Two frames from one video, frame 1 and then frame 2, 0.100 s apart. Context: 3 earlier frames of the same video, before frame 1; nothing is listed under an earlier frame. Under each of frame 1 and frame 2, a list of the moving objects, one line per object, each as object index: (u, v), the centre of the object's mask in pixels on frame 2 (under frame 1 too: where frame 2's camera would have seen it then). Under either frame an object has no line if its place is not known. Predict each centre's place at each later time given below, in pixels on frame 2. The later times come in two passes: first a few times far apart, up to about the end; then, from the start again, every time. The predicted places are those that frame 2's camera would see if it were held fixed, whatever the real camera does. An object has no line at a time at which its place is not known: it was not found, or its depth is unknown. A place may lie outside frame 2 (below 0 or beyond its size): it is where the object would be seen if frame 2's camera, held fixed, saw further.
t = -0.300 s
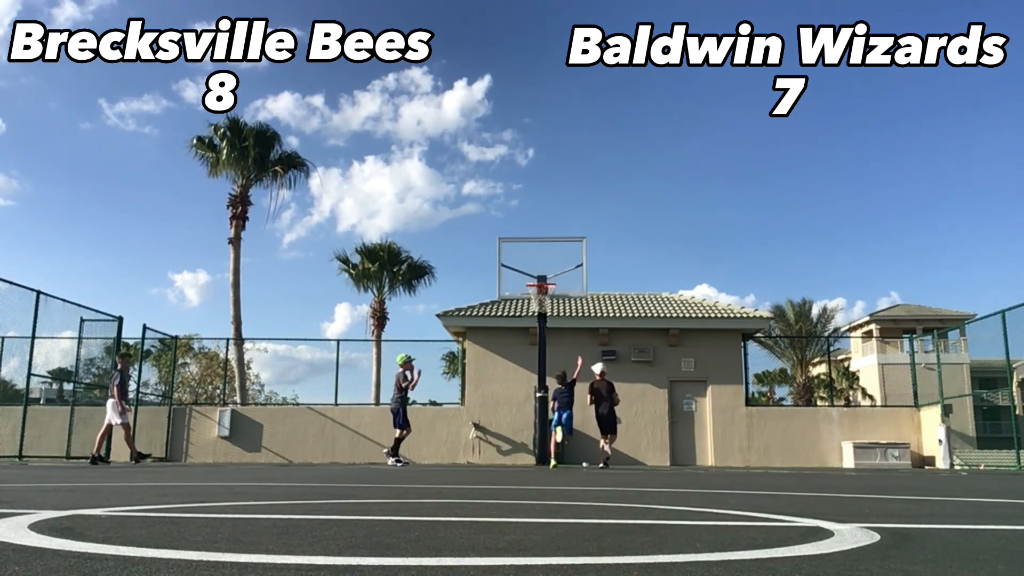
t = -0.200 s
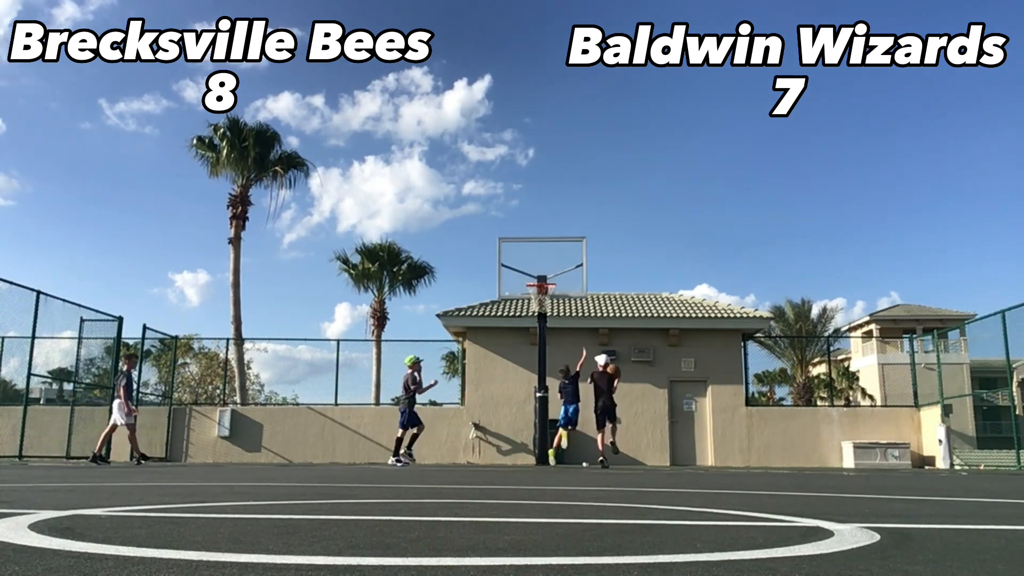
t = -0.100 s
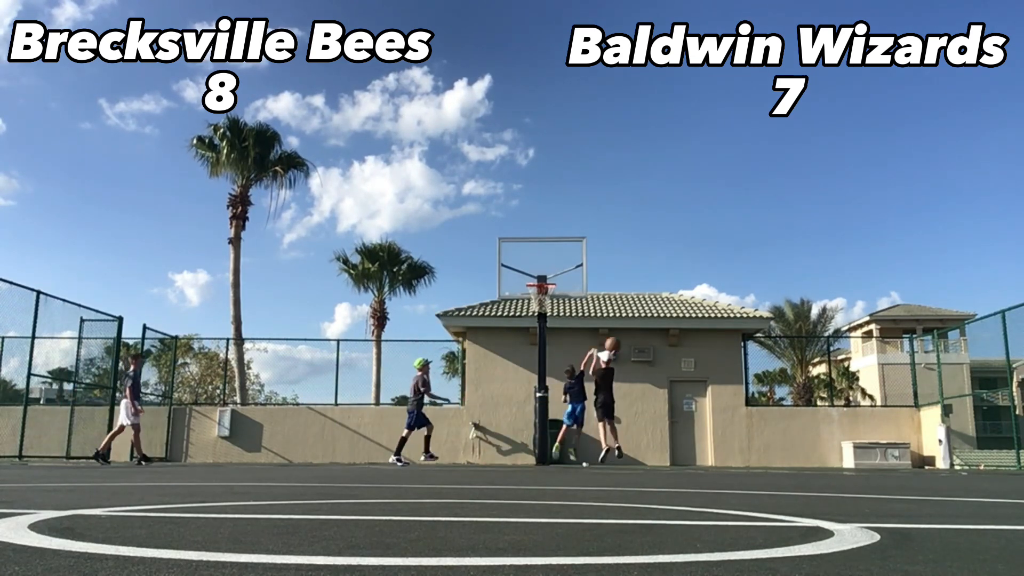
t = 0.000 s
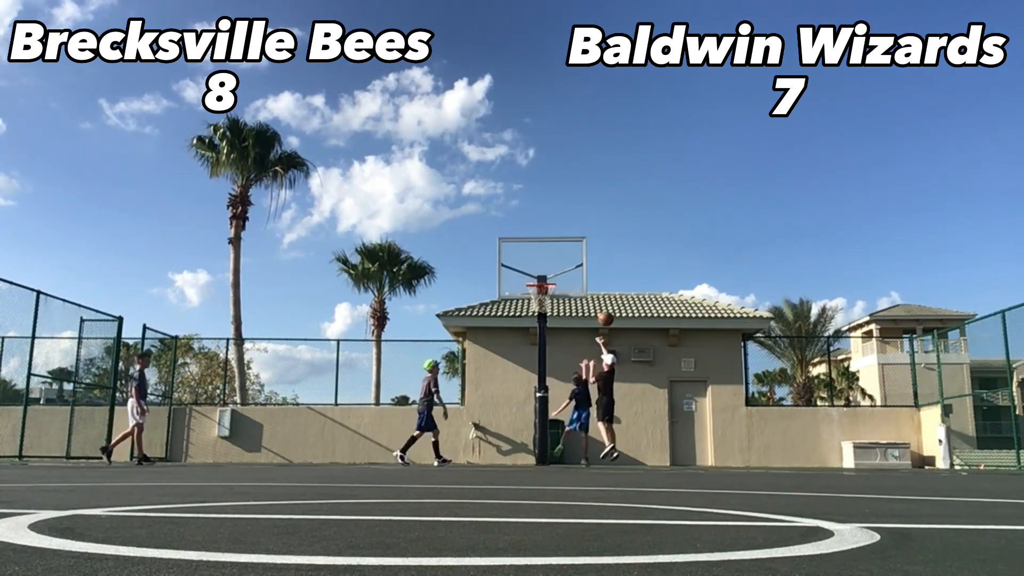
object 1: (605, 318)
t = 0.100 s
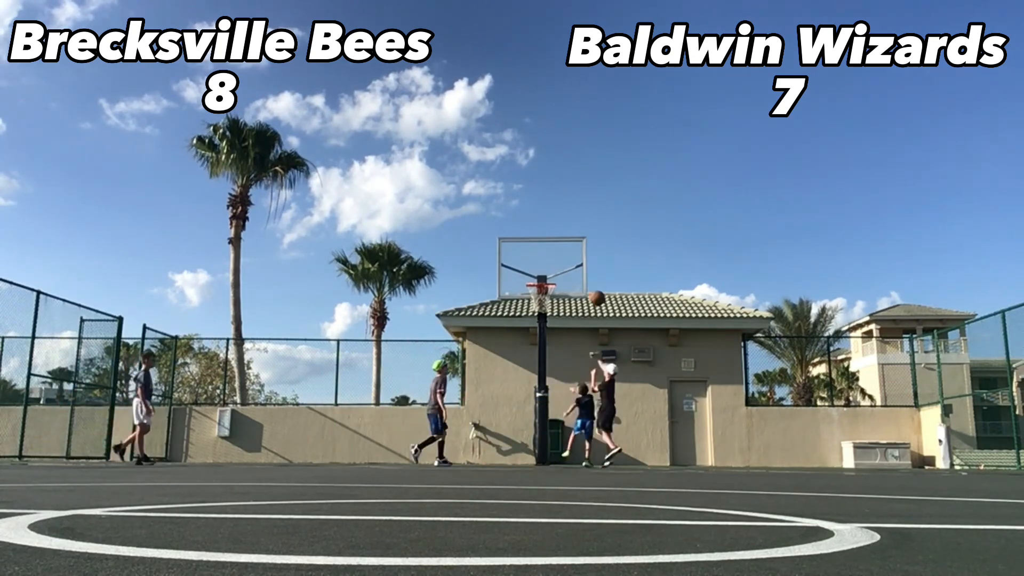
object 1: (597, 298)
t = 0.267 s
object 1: (584, 278)
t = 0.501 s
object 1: (567, 278)
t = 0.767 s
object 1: (566, 313)
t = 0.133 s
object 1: (594, 293)
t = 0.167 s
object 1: (591, 288)
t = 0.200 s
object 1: (589, 284)
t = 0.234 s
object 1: (586, 281)
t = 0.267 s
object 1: (584, 278)
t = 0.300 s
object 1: (581, 276)
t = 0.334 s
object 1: (579, 275)
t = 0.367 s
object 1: (576, 274)
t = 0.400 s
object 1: (574, 275)
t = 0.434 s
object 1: (571, 275)
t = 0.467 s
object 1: (569, 276)
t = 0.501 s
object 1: (567, 278)
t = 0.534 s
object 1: (564, 280)
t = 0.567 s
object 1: (562, 284)
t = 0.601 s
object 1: (563, 287)
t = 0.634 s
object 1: (564, 291)
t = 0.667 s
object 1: (564, 295)
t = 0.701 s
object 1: (565, 300)
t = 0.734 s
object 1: (566, 306)
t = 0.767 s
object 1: (566, 313)
